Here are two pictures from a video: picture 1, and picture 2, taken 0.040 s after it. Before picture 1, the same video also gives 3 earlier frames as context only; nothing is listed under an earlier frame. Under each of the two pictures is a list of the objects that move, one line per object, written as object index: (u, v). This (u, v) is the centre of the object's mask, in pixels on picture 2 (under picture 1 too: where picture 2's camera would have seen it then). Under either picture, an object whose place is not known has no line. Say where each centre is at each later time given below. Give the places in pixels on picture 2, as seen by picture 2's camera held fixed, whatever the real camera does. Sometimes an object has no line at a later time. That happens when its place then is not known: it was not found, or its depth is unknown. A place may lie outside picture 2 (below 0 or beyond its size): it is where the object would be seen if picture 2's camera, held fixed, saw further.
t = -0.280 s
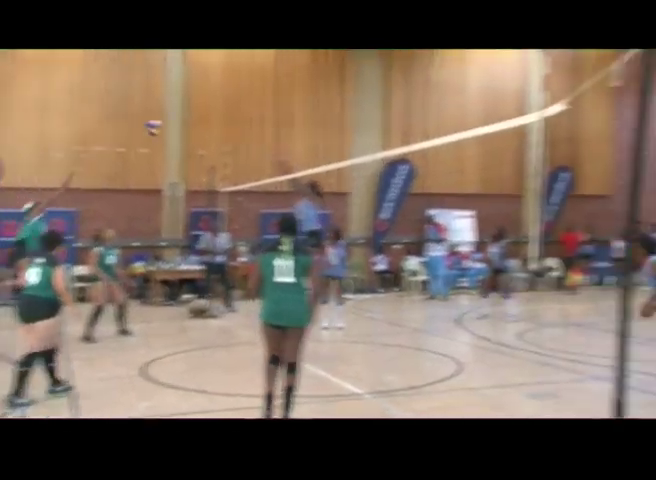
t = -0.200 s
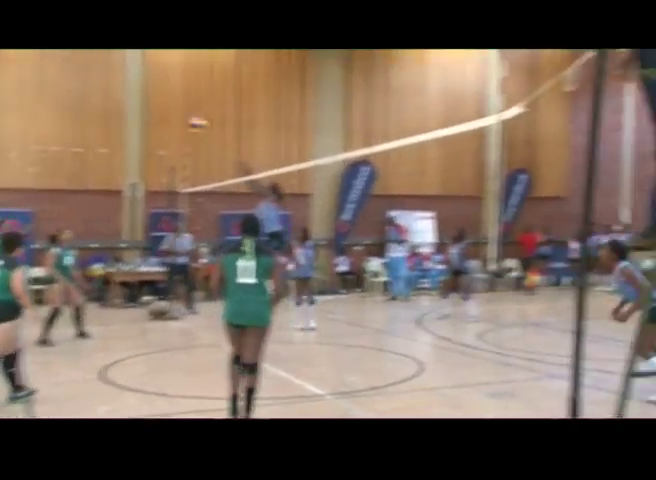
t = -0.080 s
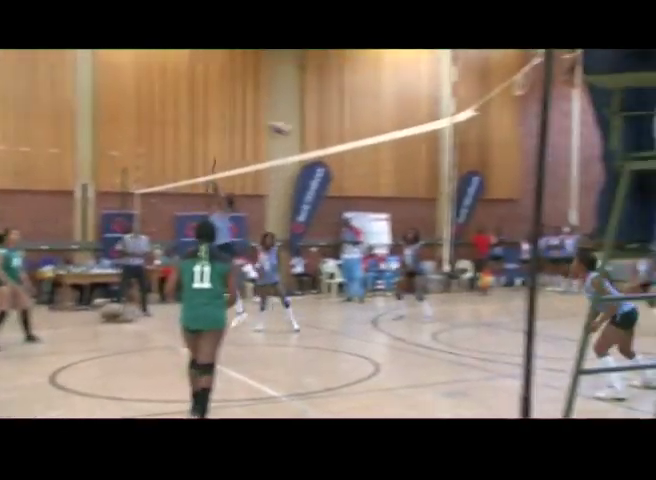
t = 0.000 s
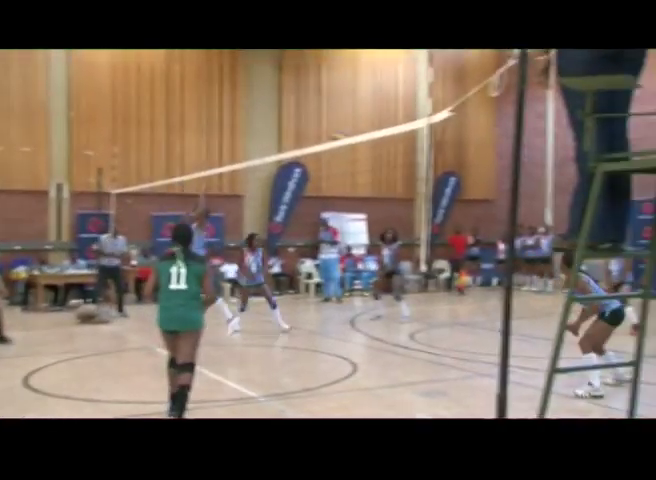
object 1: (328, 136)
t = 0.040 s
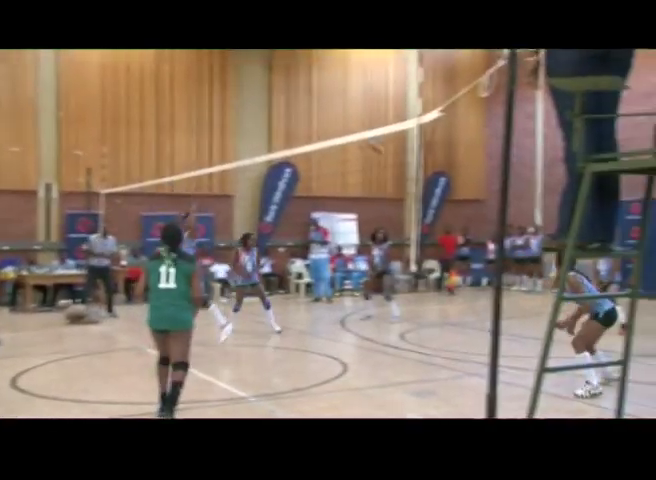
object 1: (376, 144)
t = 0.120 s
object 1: (456, 159)
